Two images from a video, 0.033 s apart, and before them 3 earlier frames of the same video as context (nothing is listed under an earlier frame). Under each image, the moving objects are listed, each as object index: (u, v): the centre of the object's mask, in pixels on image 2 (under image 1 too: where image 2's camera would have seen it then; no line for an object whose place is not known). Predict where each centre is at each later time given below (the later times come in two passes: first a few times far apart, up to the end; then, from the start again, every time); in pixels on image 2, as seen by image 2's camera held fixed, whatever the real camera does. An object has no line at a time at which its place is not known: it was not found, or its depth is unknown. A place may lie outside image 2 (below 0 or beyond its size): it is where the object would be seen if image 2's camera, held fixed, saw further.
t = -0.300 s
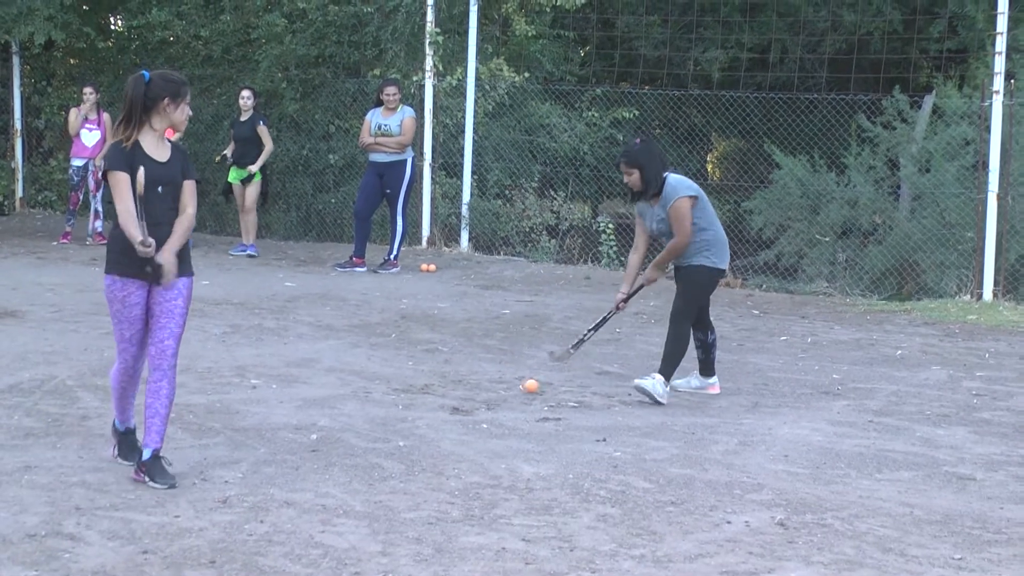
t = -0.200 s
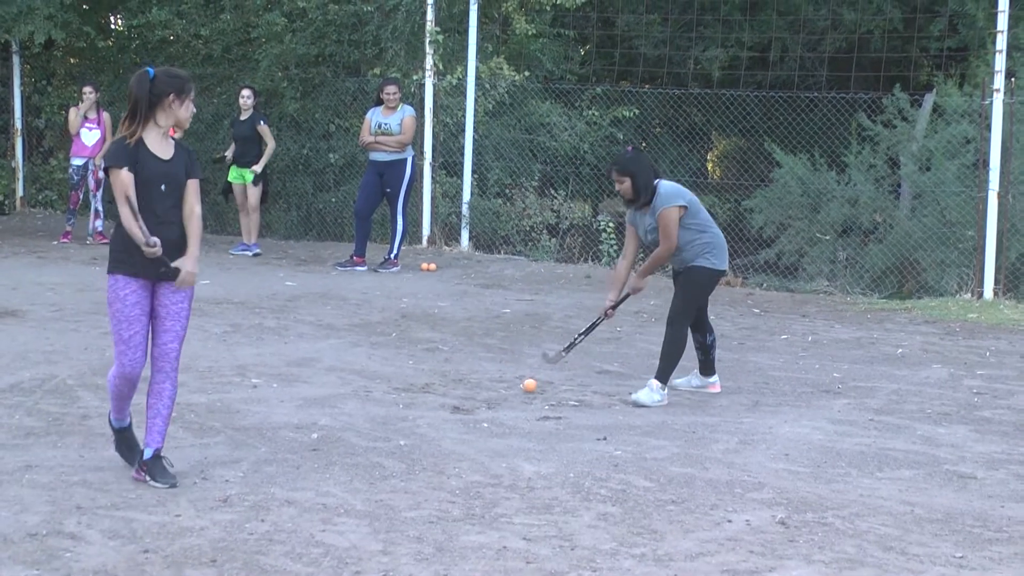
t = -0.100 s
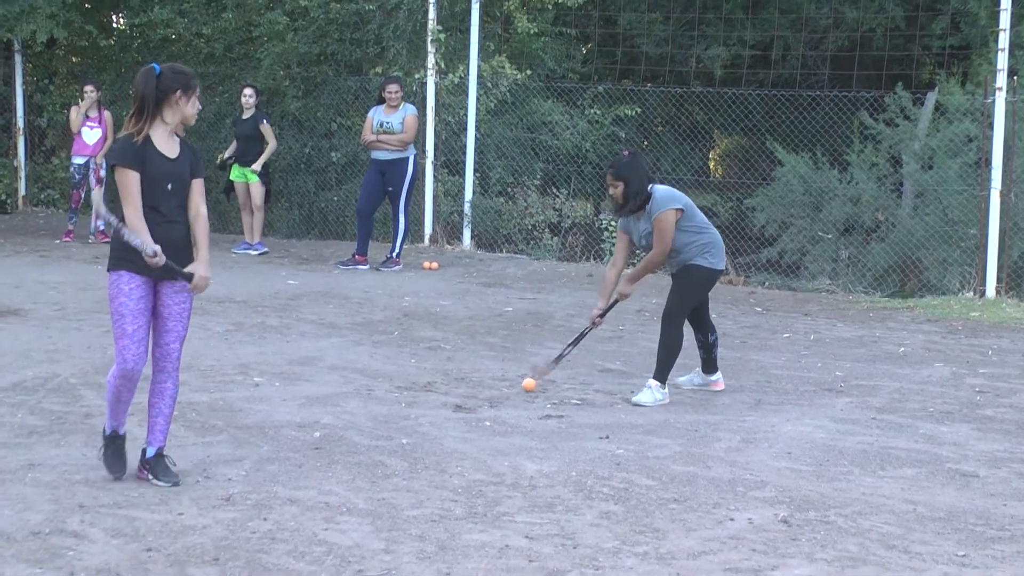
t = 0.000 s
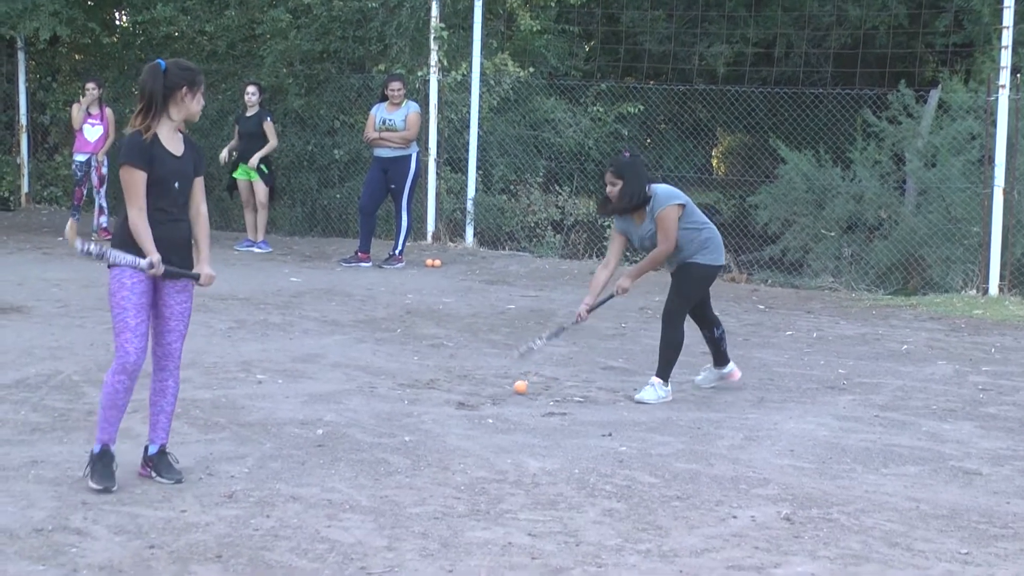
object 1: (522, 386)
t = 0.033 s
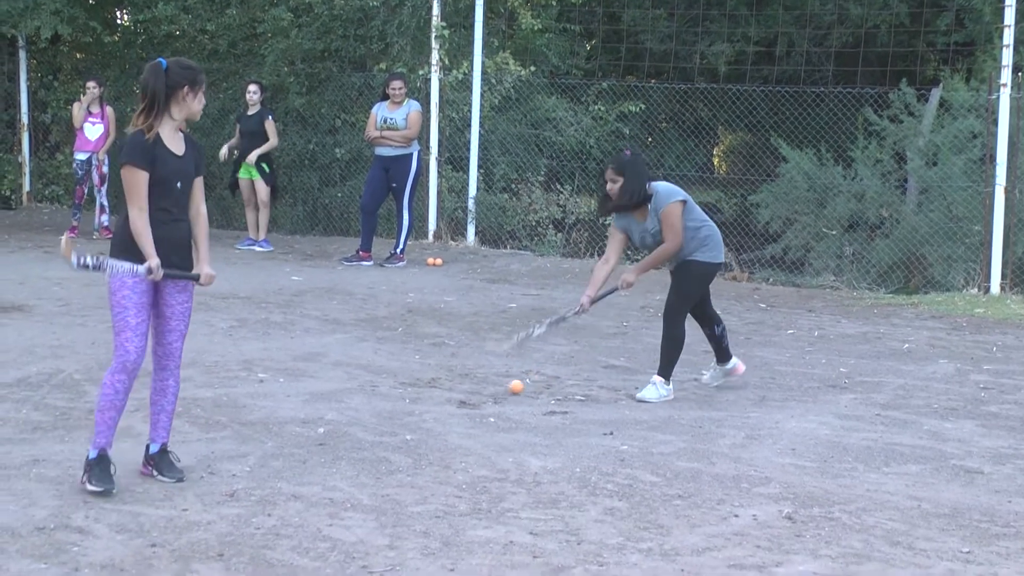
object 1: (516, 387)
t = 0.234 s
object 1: (486, 399)
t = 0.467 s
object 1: (452, 411)
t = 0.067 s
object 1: (513, 387)
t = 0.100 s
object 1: (508, 390)
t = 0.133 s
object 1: (501, 392)
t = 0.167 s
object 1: (499, 393)
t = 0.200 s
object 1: (492, 397)
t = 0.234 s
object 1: (486, 399)
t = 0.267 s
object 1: (480, 400)
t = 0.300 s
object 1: (477, 401)
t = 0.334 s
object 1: (471, 405)
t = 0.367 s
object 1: (466, 406)
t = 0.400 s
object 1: (463, 407)
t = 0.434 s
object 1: (456, 409)
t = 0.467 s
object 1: (452, 411)
